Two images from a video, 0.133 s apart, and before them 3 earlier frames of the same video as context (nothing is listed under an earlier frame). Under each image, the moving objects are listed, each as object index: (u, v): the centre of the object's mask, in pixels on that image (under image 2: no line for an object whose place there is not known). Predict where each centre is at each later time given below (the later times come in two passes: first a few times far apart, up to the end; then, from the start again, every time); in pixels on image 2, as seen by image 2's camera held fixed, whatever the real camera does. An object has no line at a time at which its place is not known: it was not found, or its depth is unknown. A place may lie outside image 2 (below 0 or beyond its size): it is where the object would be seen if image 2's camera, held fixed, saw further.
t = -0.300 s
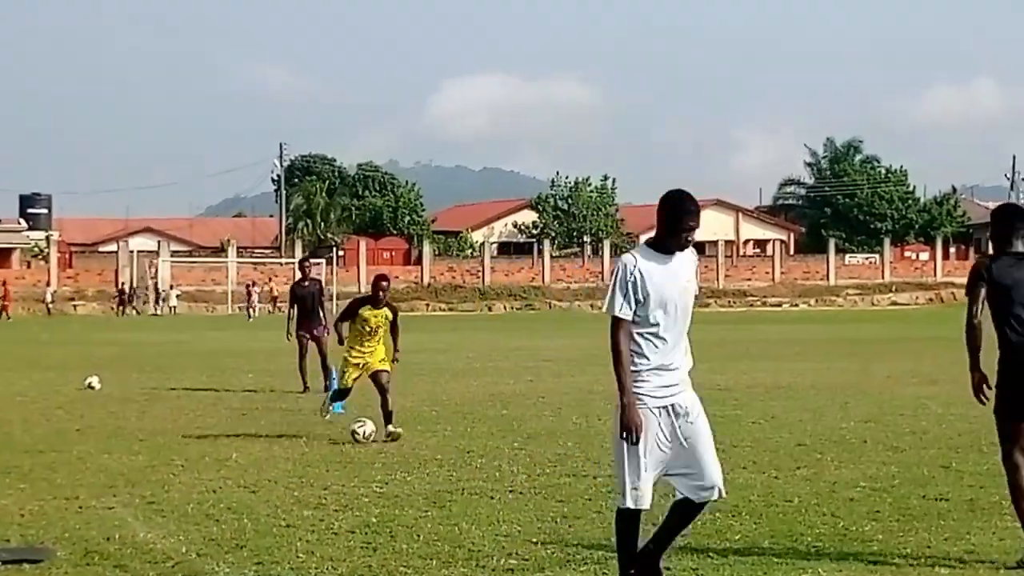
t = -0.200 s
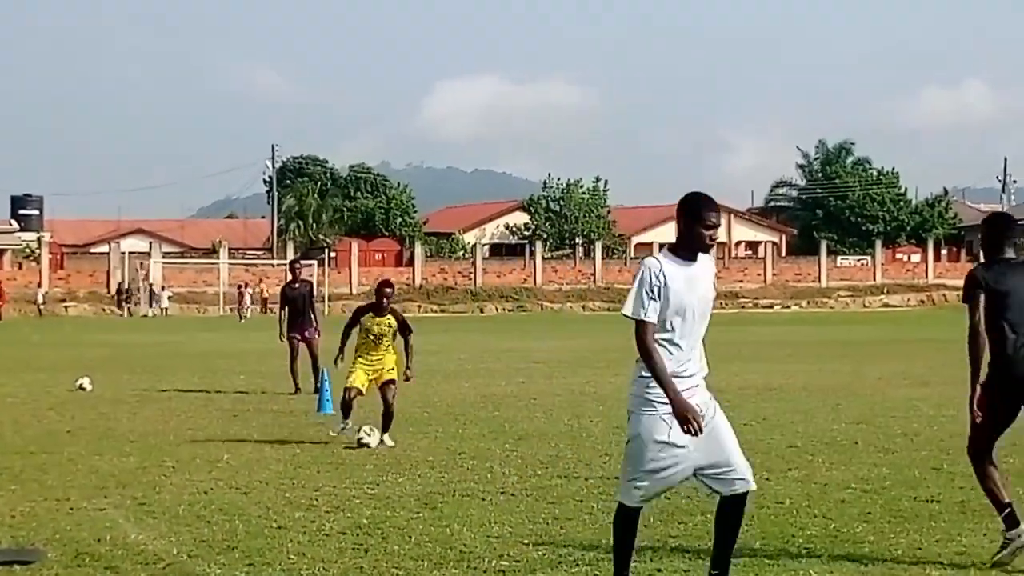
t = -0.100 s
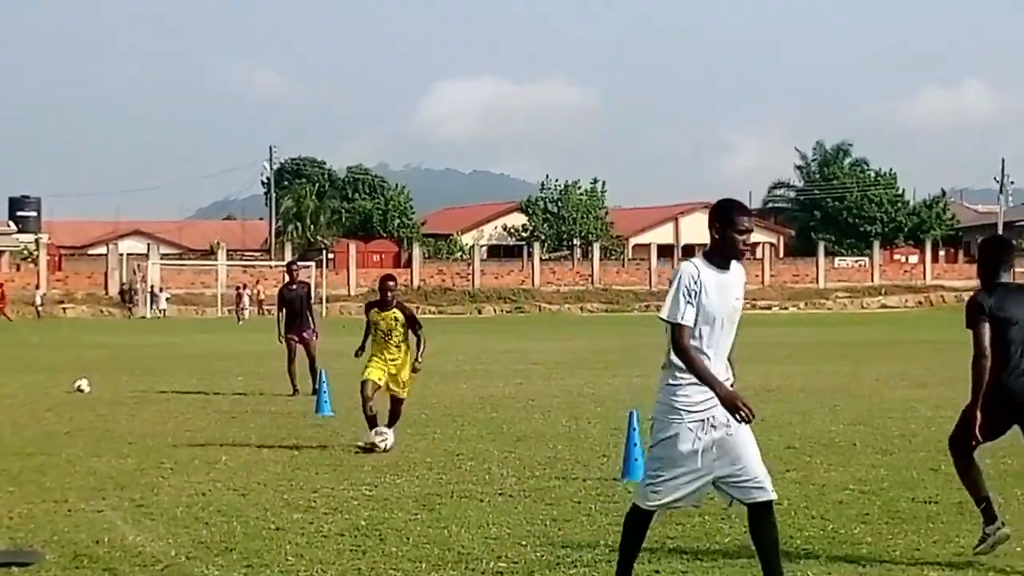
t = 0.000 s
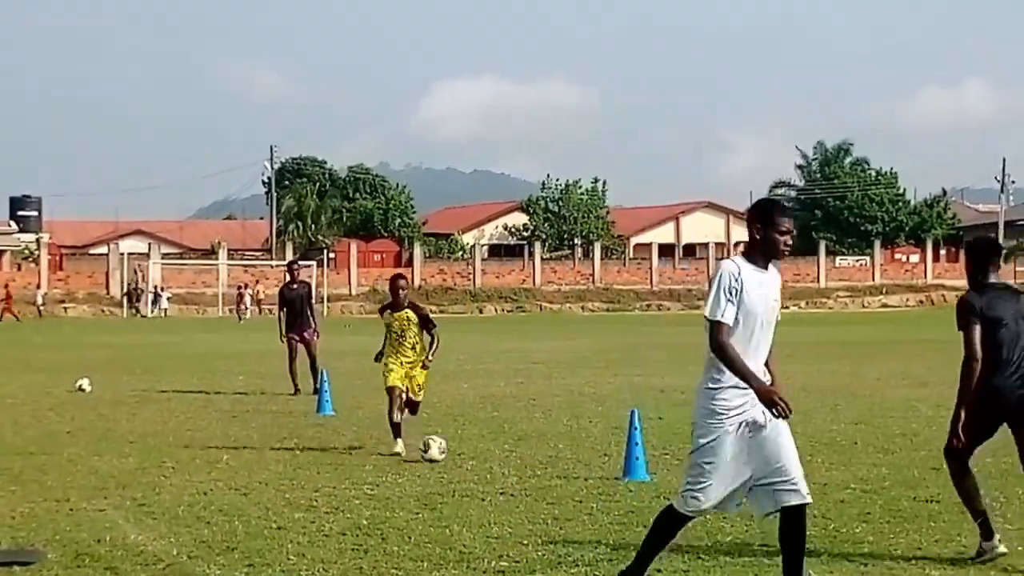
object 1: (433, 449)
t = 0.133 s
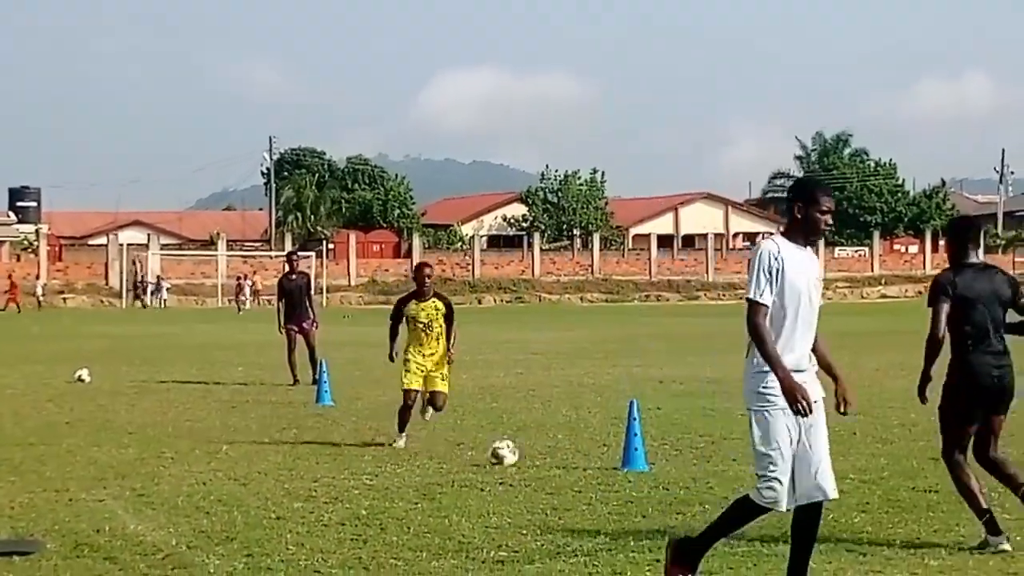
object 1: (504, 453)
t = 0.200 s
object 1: (539, 455)
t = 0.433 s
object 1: (677, 477)
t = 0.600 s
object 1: (777, 489)
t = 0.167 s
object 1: (520, 454)
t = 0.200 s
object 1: (539, 455)
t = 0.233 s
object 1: (558, 458)
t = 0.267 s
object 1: (577, 462)
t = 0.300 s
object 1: (597, 467)
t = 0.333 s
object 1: (617, 471)
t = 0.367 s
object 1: (637, 472)
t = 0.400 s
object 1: (656, 474)
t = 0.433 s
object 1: (677, 477)
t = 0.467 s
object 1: (697, 482)
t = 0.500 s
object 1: (718, 487)
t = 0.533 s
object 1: (738, 486)
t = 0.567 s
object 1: (757, 487)
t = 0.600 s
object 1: (777, 489)
